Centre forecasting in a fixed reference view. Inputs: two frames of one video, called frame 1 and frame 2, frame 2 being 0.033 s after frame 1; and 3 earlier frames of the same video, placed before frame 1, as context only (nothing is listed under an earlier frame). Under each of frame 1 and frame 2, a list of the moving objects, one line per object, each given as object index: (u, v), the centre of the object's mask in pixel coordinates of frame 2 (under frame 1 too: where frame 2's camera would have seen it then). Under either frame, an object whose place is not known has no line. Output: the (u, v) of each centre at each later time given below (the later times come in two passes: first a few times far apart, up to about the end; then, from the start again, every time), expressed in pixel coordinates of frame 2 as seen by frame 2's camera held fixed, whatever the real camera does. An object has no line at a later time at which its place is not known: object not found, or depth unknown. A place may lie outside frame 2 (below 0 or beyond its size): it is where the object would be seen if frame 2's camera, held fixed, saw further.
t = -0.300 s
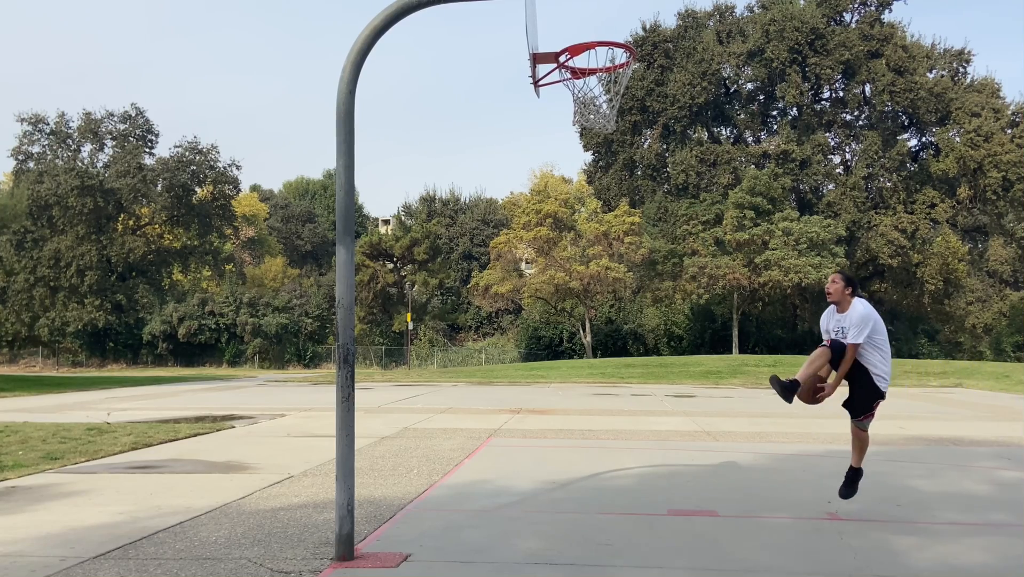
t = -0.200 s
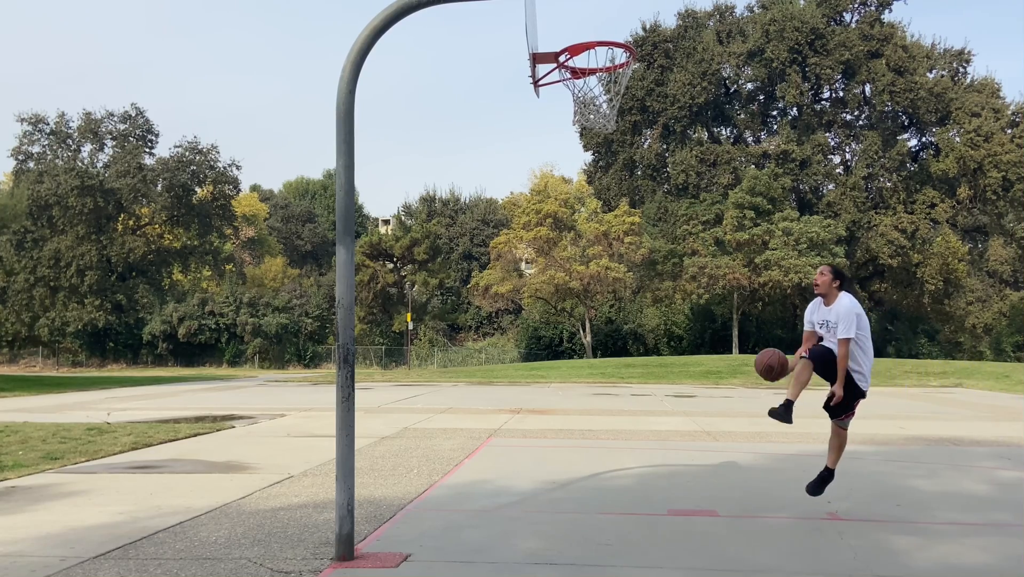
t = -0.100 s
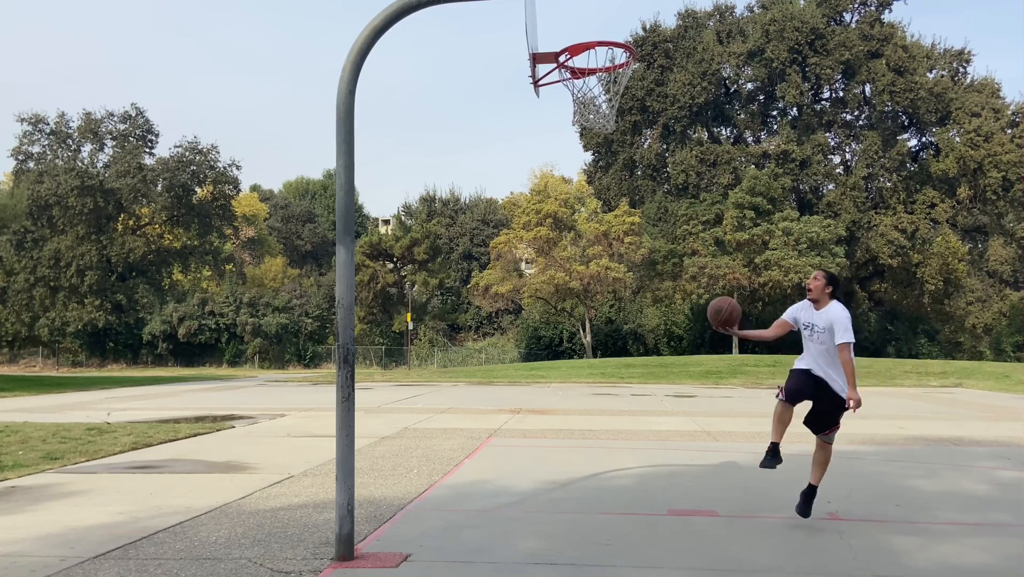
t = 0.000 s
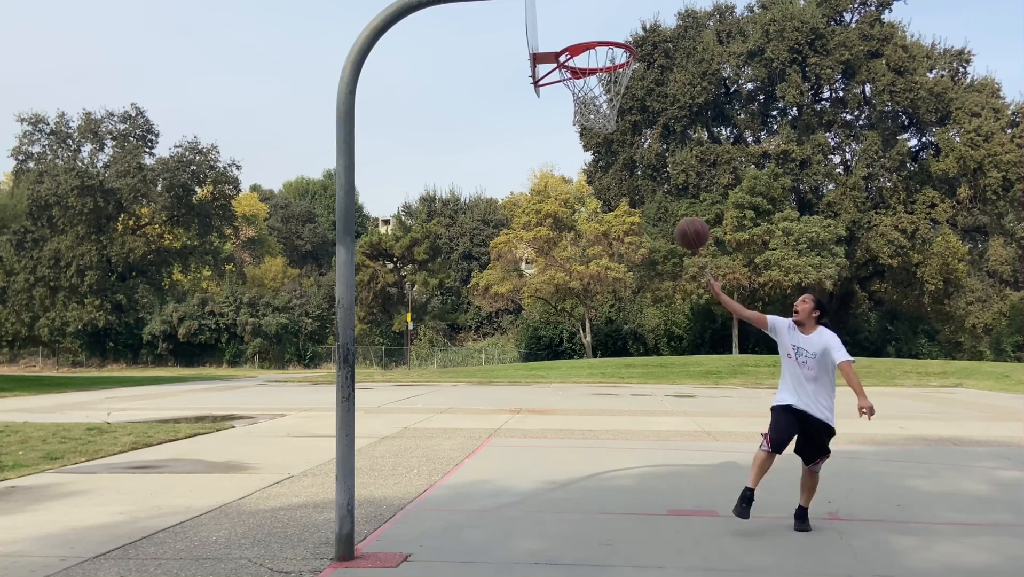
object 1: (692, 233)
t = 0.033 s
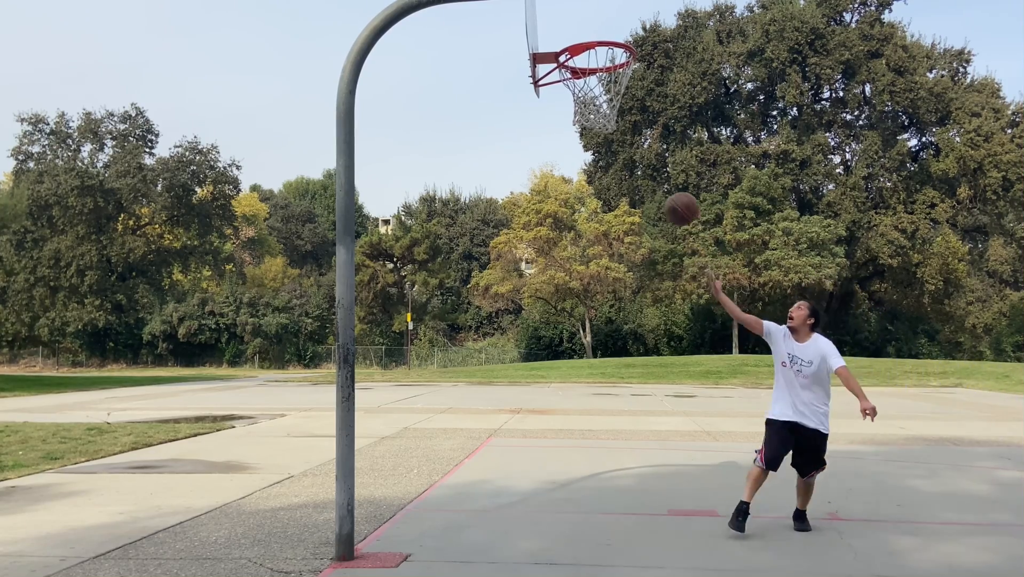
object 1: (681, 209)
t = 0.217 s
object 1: (630, 97)
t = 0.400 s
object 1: (559, 19)
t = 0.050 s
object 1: (676, 197)
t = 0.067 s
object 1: (671, 185)
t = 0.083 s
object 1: (666, 174)
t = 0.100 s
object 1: (660, 164)
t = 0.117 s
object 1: (656, 153)
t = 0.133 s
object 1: (650, 142)
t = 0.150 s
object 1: (645, 132)
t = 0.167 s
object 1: (639, 122)
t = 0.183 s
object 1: (634, 113)
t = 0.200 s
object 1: (632, 104)
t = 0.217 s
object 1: (630, 97)
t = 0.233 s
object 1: (616, 88)
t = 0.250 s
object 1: (609, 79)
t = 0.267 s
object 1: (606, 71)
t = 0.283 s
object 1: (600, 58)
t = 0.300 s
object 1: (596, 57)
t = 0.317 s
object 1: (590, 48)
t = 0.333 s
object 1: (583, 39)
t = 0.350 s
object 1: (576, 31)
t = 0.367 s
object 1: (571, 28)
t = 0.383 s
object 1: (565, 24)
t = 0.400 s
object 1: (559, 19)
